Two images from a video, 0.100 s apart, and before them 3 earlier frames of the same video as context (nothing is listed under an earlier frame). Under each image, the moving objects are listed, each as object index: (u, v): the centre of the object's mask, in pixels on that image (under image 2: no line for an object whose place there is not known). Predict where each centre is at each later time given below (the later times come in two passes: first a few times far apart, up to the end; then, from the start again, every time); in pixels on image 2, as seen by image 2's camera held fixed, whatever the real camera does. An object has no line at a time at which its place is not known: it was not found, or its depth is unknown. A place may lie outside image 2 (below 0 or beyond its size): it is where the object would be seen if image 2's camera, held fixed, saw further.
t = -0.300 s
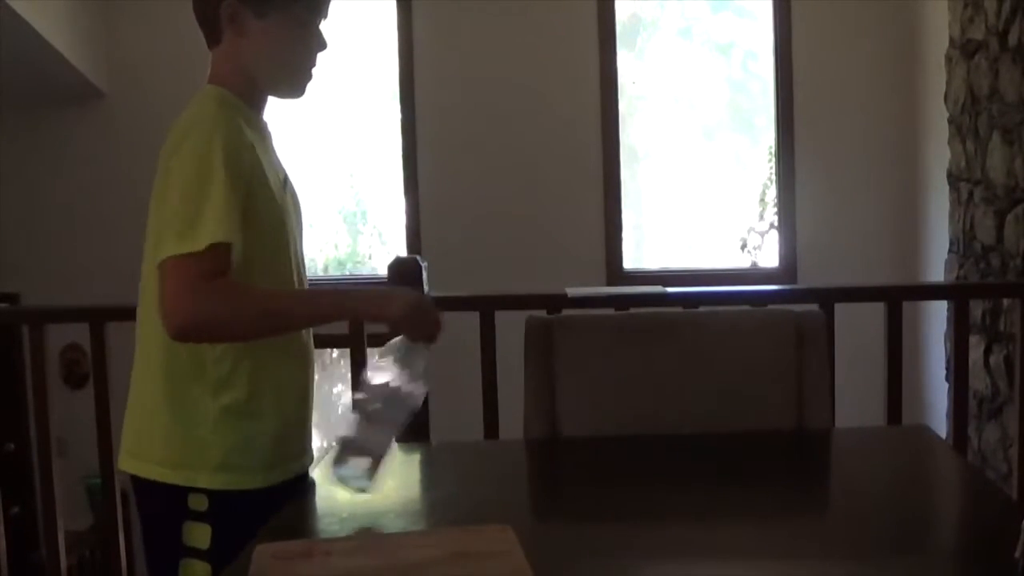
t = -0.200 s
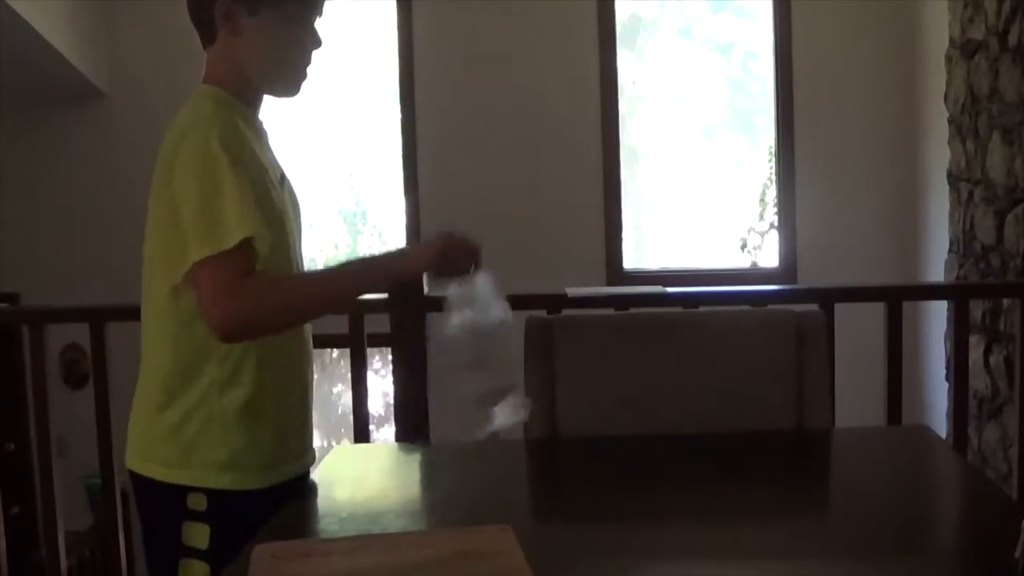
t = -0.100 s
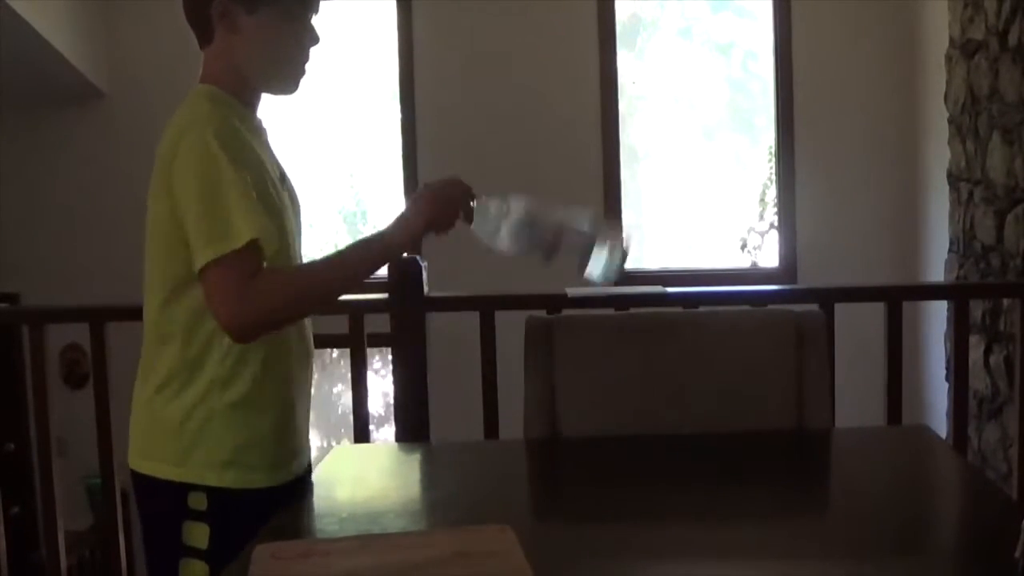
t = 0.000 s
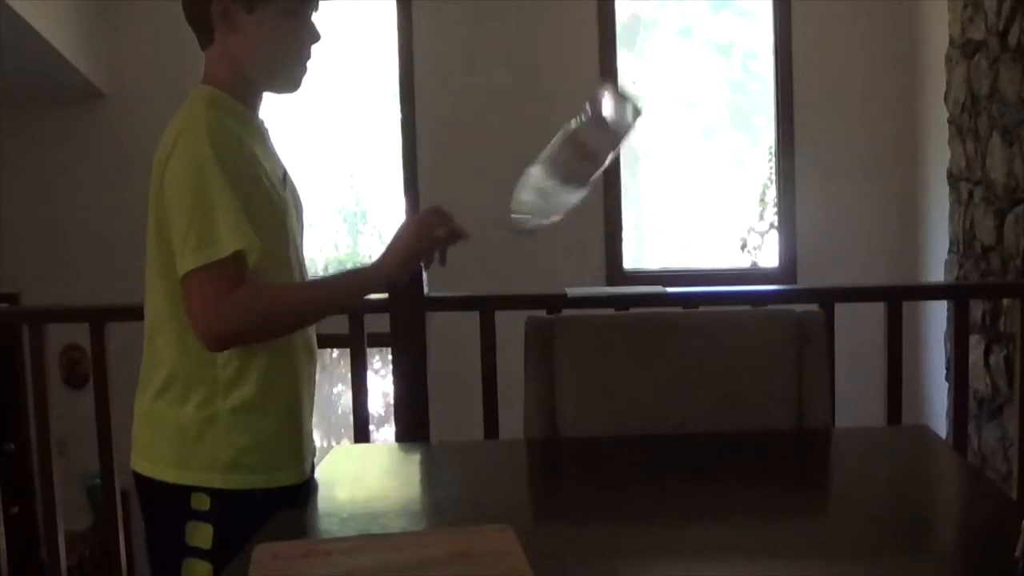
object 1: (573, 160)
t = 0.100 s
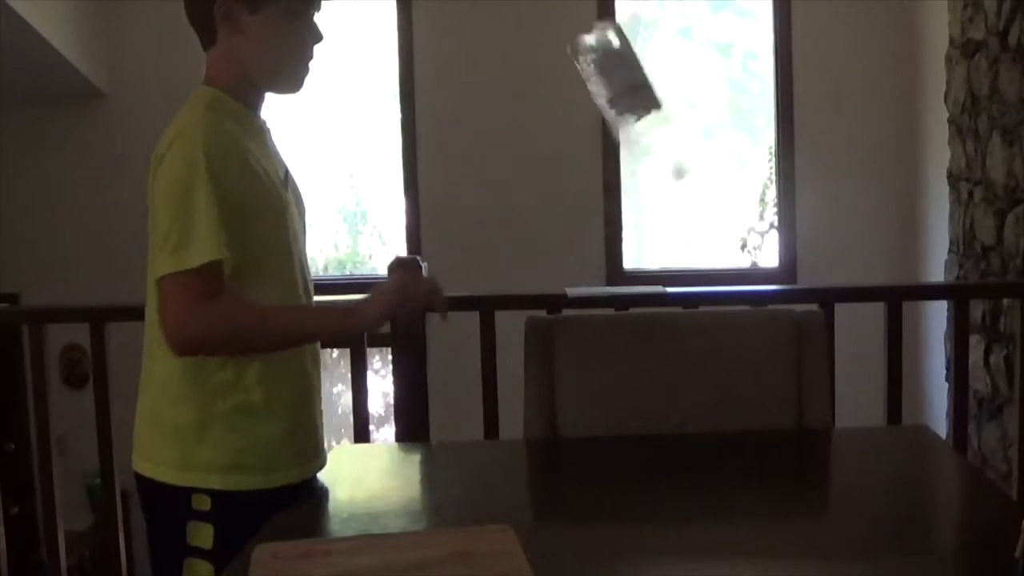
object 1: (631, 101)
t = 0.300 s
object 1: (641, 128)
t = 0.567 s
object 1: (642, 398)
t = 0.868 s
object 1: (642, 398)
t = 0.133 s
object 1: (642, 83)
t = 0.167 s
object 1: (650, 72)
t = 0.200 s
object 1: (648, 70)
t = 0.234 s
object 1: (648, 79)
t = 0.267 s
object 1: (646, 97)
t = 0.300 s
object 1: (641, 128)
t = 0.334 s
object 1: (643, 166)
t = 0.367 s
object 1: (639, 216)
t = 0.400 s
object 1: (641, 276)
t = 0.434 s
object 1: (644, 323)
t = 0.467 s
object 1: (644, 392)
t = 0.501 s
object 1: (638, 397)
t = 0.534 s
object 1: (640, 397)
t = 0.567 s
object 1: (642, 398)
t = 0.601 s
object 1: (642, 398)
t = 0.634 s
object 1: (642, 398)
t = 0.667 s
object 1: (641, 398)
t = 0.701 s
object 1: (641, 398)
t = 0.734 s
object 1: (641, 398)
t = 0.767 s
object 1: (642, 398)
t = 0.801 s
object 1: (642, 398)
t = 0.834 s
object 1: (642, 398)
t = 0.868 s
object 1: (642, 398)
